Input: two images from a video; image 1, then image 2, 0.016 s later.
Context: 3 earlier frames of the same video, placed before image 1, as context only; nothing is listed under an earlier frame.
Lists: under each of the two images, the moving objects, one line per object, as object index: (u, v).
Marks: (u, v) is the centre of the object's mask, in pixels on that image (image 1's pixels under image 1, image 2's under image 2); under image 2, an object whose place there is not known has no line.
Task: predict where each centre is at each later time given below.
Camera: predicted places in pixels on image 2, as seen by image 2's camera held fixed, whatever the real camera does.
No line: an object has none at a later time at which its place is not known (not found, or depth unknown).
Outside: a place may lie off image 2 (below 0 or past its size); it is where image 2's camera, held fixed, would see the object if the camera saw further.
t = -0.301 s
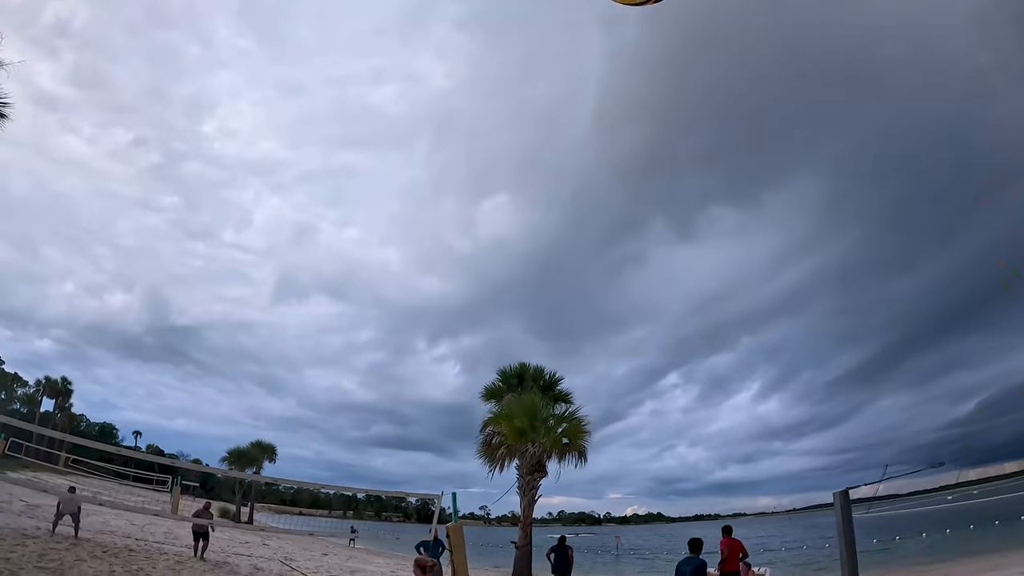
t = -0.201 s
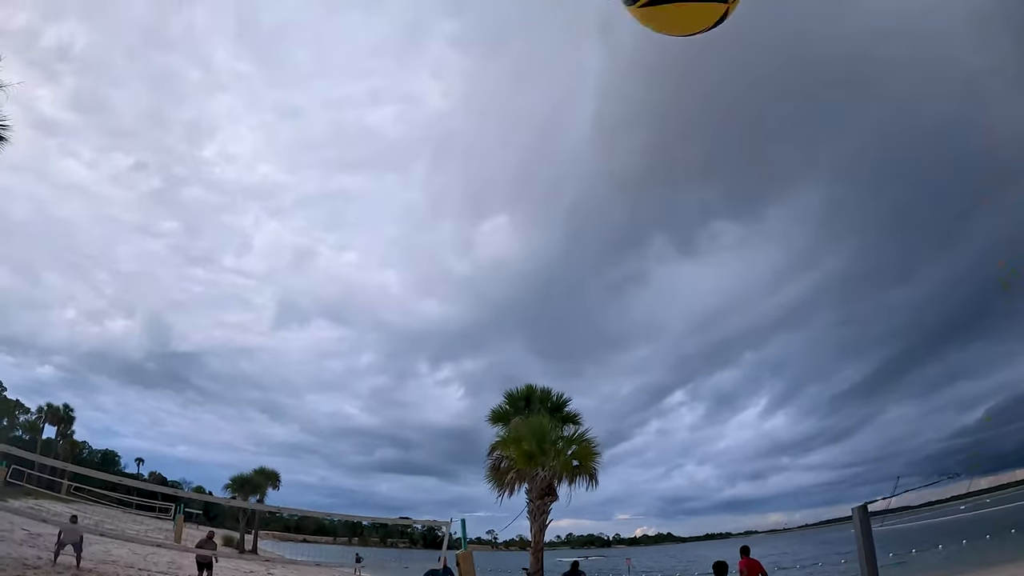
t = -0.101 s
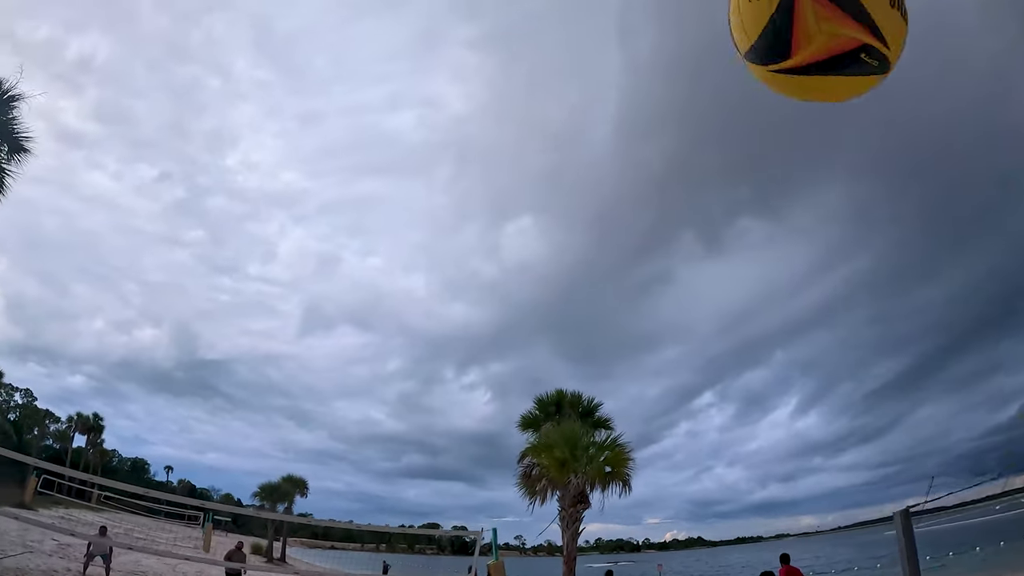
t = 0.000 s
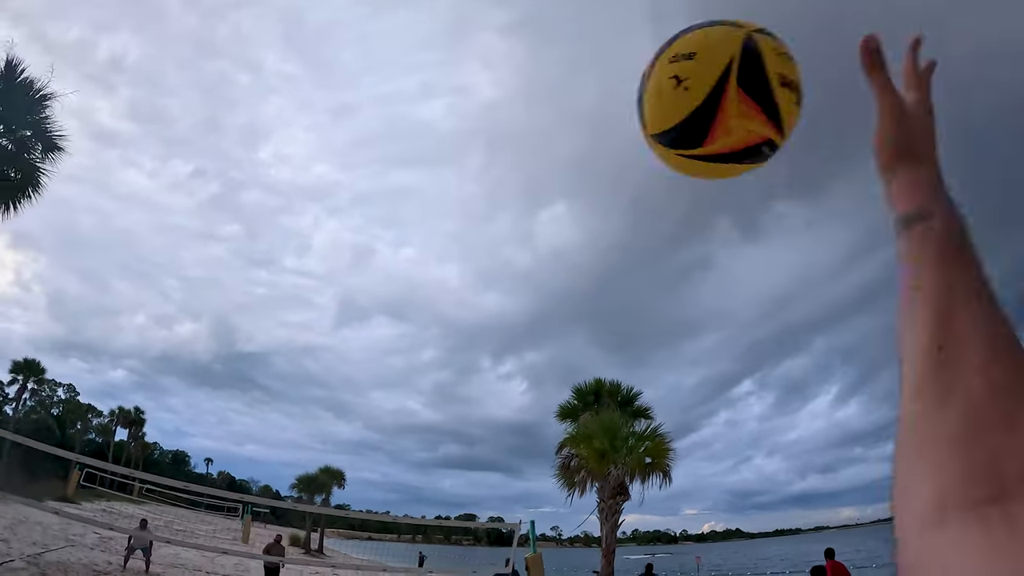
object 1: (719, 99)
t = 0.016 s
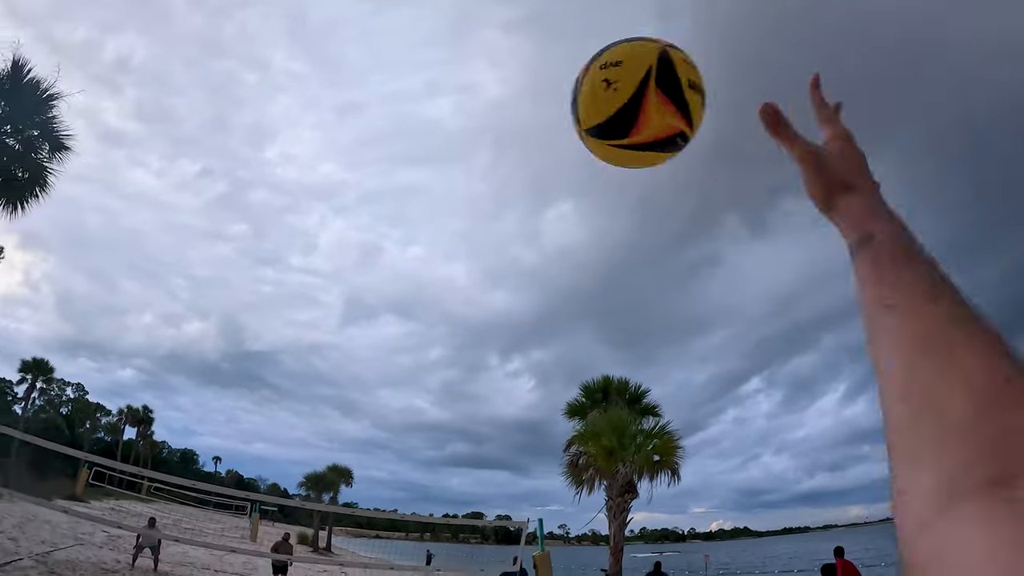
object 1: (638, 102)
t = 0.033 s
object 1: (578, 113)
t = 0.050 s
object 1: (538, 120)
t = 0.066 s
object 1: (509, 126)
